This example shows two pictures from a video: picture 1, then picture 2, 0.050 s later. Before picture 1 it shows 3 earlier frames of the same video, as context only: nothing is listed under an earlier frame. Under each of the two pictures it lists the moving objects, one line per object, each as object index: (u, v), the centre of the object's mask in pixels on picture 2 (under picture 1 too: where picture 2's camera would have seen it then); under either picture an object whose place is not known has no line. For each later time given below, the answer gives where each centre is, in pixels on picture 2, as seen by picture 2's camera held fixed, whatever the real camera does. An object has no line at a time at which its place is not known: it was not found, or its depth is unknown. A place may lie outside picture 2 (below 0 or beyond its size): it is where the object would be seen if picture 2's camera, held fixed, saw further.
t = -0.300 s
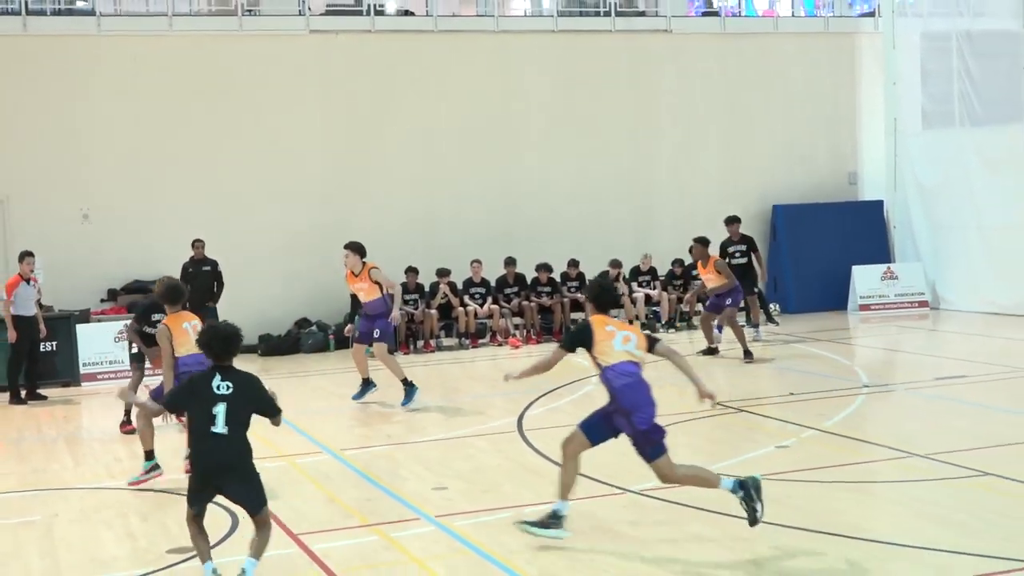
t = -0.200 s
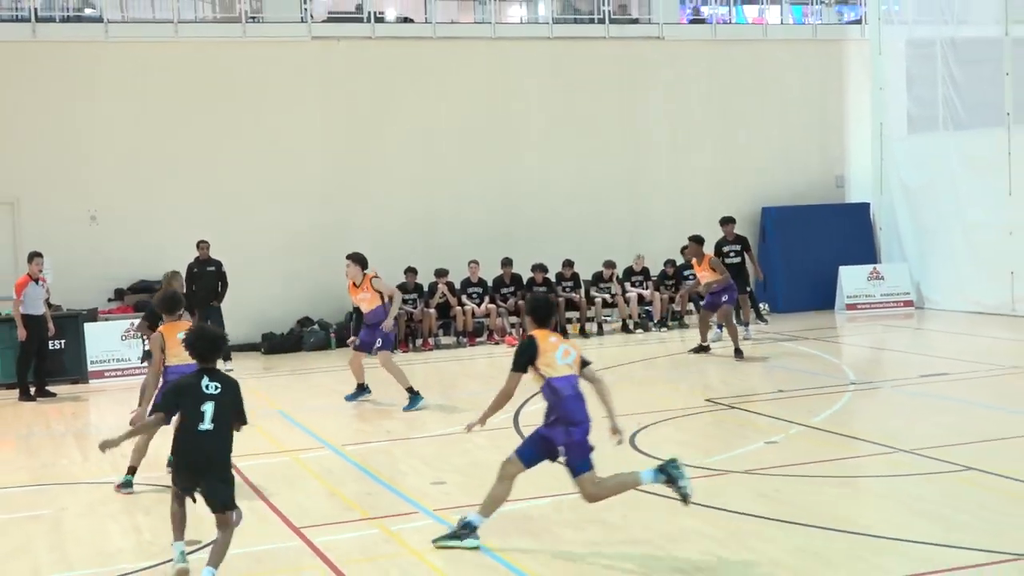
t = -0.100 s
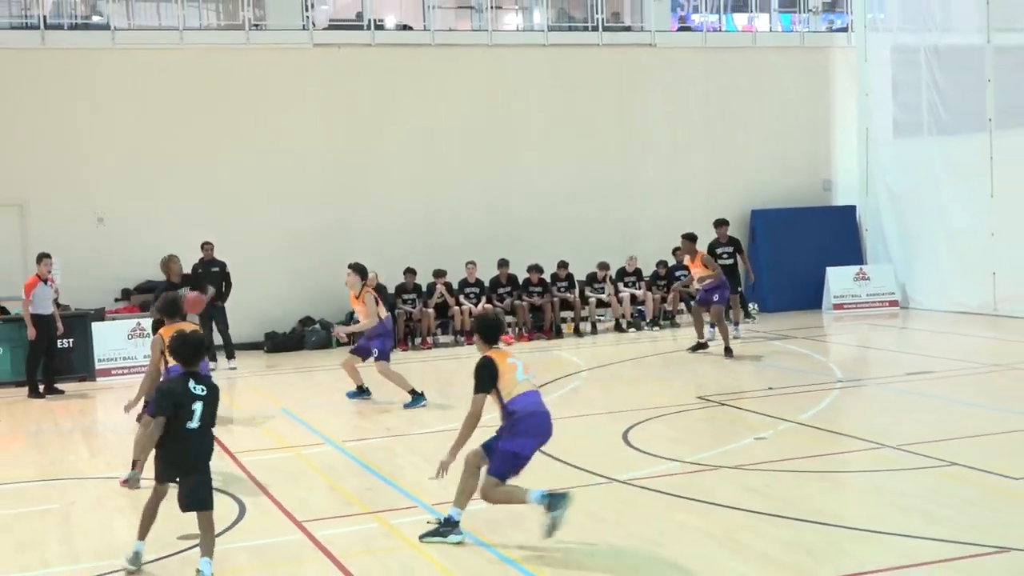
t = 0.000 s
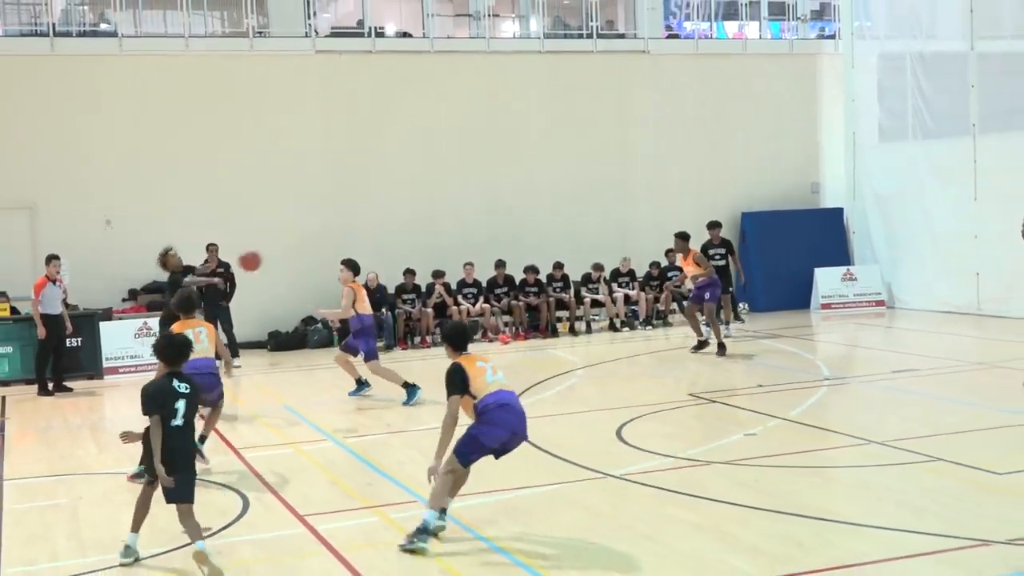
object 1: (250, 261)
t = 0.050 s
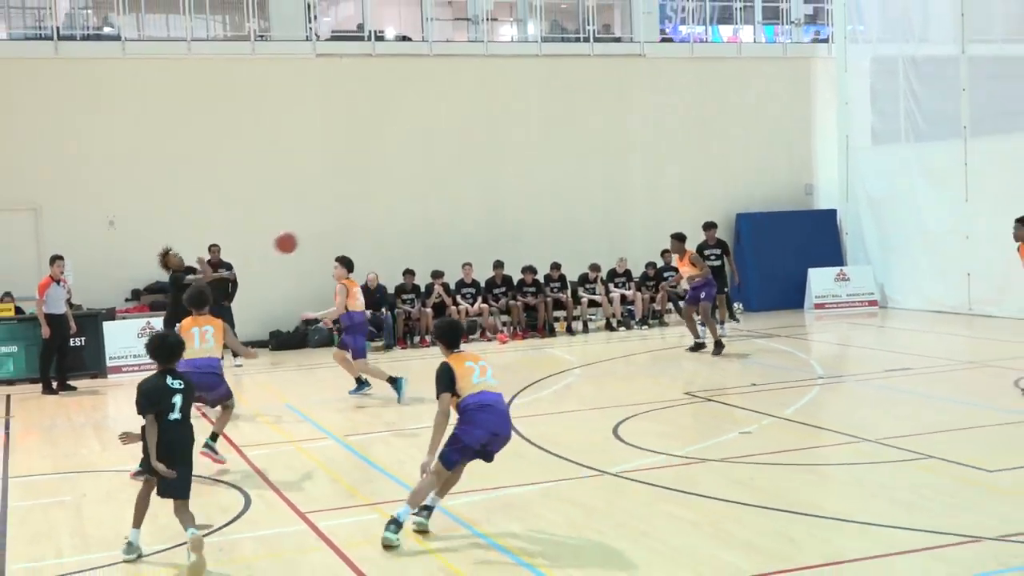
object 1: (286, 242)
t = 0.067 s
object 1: (298, 237)
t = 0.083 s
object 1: (310, 231)
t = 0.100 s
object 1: (323, 226)
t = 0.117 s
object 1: (336, 221)
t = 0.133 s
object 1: (348, 216)
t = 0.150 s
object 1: (361, 211)
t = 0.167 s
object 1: (374, 206)
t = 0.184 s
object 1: (388, 202)
